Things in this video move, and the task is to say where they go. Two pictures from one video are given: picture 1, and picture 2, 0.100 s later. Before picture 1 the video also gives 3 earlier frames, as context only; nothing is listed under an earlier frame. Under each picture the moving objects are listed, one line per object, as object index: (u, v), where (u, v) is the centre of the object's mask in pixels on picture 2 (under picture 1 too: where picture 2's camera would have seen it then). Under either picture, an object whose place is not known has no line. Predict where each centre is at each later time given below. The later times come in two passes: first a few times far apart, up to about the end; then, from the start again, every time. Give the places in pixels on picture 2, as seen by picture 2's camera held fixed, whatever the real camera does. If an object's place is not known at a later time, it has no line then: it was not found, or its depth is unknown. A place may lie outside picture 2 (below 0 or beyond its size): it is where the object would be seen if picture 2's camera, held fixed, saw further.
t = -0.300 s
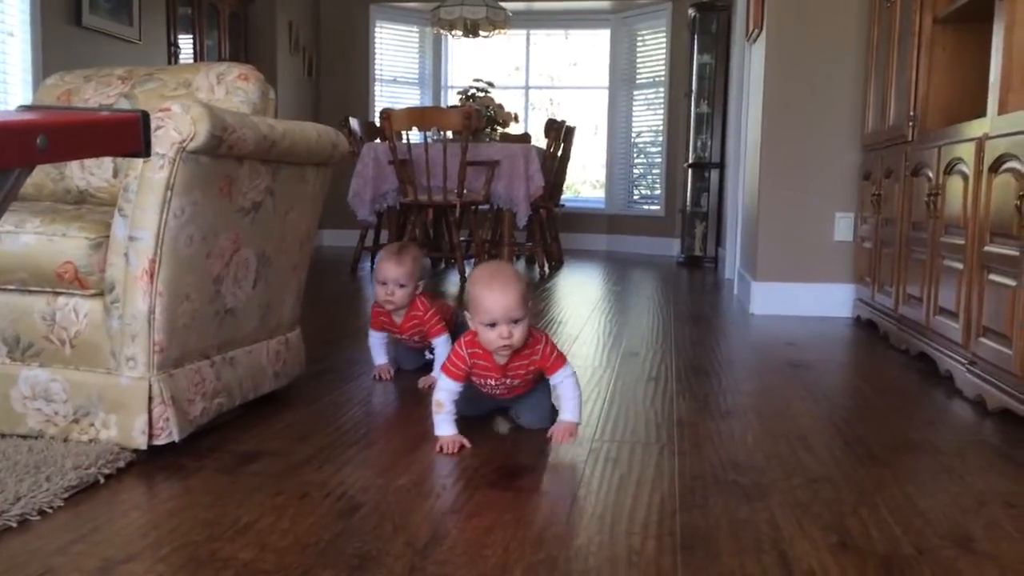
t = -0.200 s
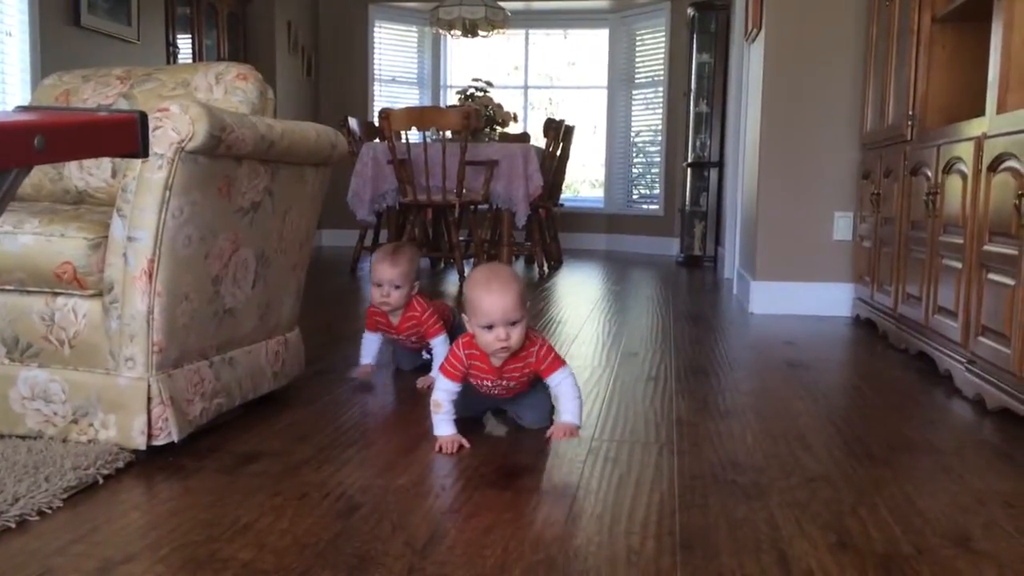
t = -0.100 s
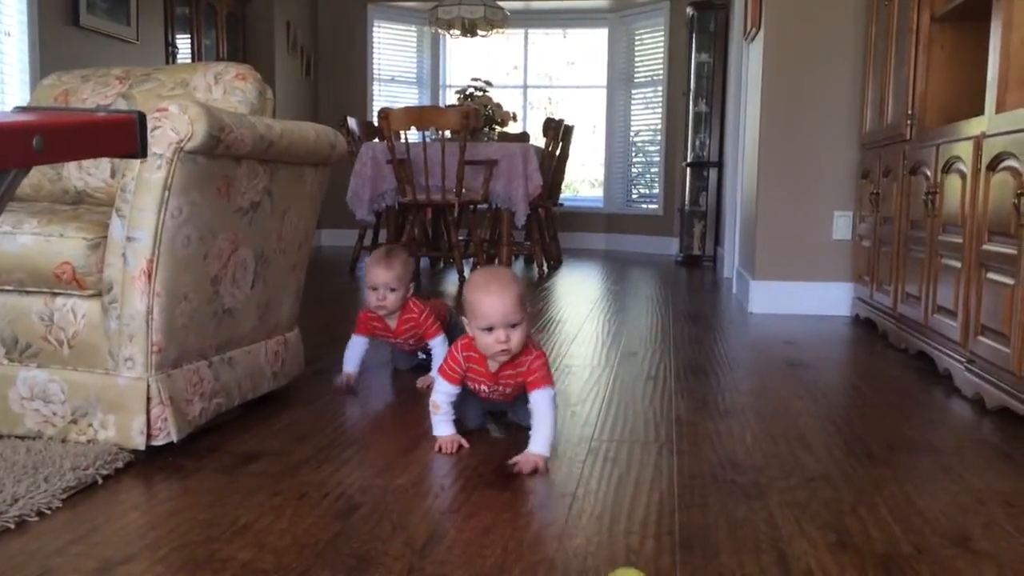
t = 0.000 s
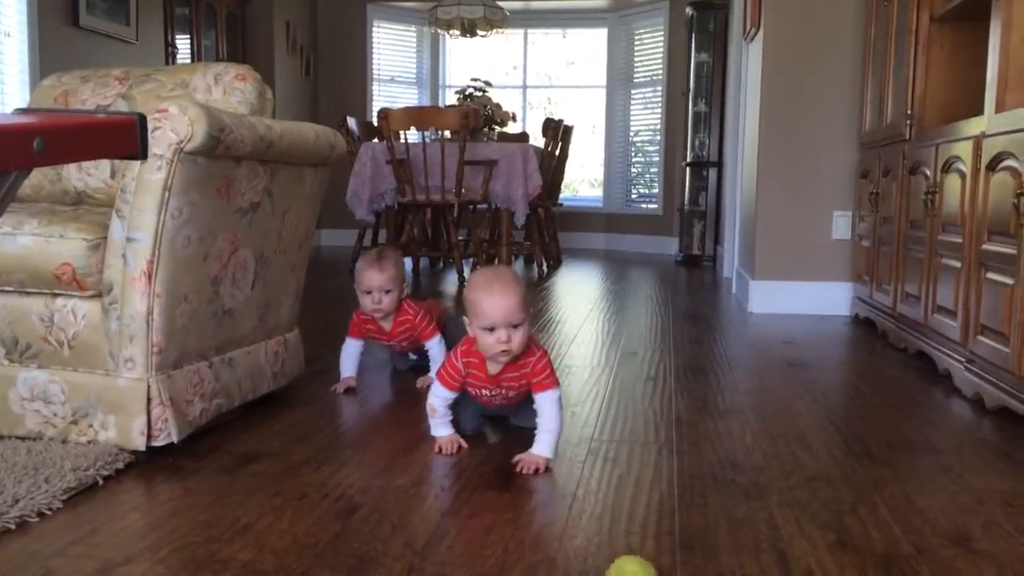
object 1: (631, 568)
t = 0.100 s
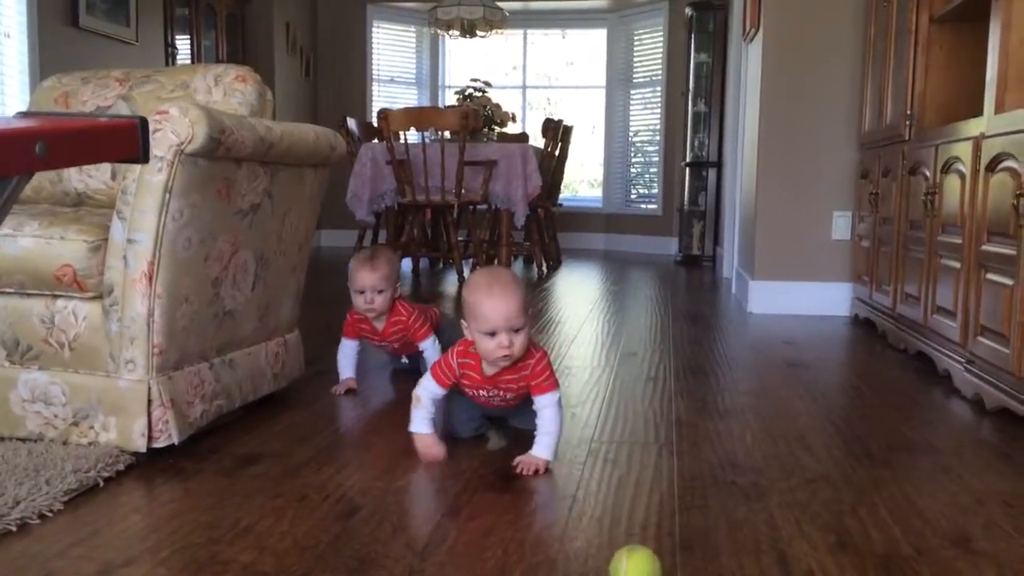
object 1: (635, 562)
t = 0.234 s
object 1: (635, 553)
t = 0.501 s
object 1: (638, 529)
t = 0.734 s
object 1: (637, 510)
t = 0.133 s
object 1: (635, 559)
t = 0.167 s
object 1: (635, 557)
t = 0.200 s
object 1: (635, 555)
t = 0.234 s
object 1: (635, 553)
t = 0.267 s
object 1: (635, 550)
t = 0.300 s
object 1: (635, 547)
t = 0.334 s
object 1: (636, 544)
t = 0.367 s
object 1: (636, 540)
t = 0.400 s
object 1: (636, 537)
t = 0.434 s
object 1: (637, 534)
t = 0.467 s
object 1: (638, 531)
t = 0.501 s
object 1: (638, 529)
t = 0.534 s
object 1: (639, 526)
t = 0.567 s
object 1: (640, 523)
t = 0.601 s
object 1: (639, 521)
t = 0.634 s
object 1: (639, 518)
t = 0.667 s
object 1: (639, 515)
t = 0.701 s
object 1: (638, 512)
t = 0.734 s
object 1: (637, 510)
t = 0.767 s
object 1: (636, 507)
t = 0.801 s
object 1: (635, 505)
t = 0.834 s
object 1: (634, 503)
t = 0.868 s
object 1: (632, 500)
